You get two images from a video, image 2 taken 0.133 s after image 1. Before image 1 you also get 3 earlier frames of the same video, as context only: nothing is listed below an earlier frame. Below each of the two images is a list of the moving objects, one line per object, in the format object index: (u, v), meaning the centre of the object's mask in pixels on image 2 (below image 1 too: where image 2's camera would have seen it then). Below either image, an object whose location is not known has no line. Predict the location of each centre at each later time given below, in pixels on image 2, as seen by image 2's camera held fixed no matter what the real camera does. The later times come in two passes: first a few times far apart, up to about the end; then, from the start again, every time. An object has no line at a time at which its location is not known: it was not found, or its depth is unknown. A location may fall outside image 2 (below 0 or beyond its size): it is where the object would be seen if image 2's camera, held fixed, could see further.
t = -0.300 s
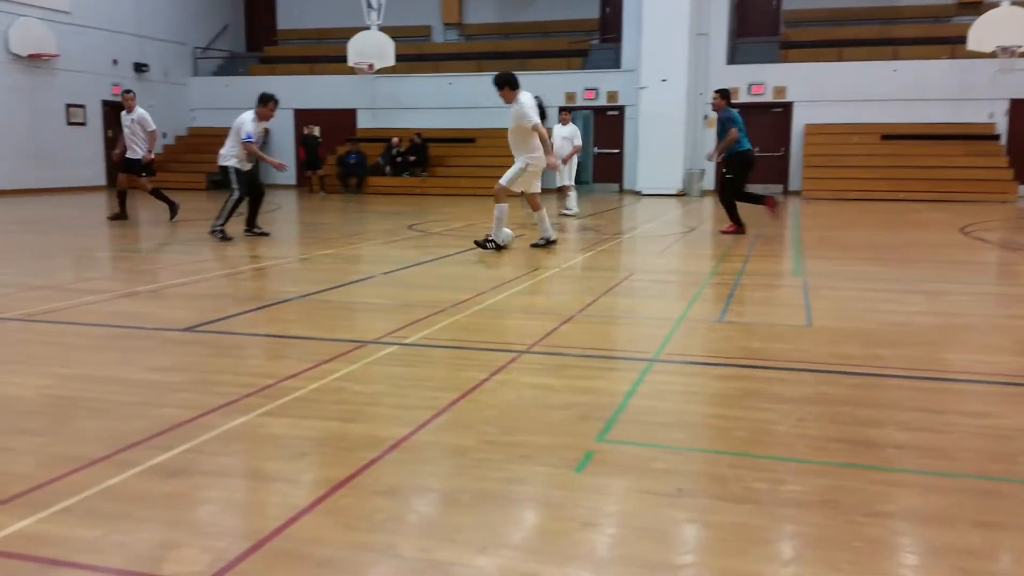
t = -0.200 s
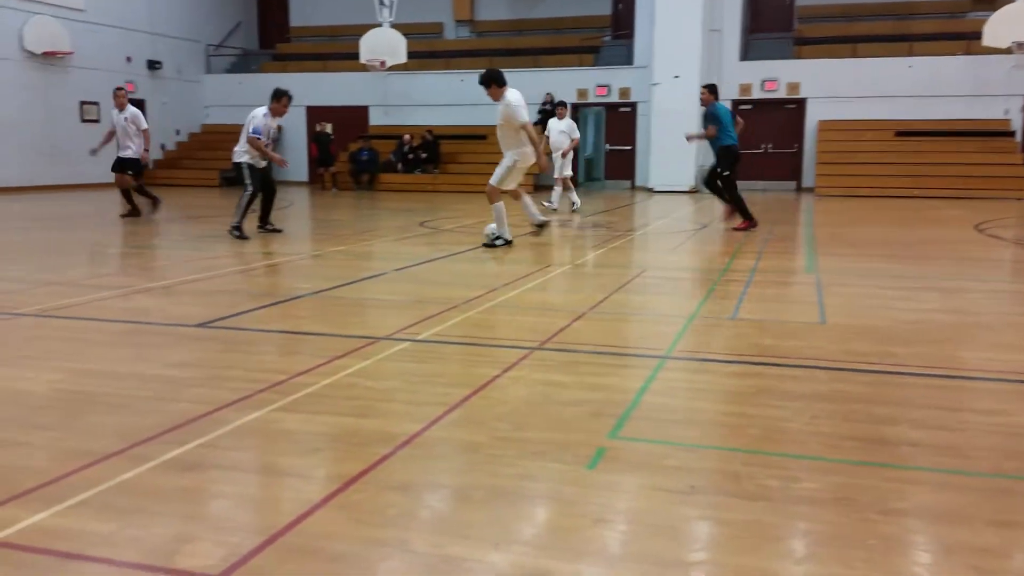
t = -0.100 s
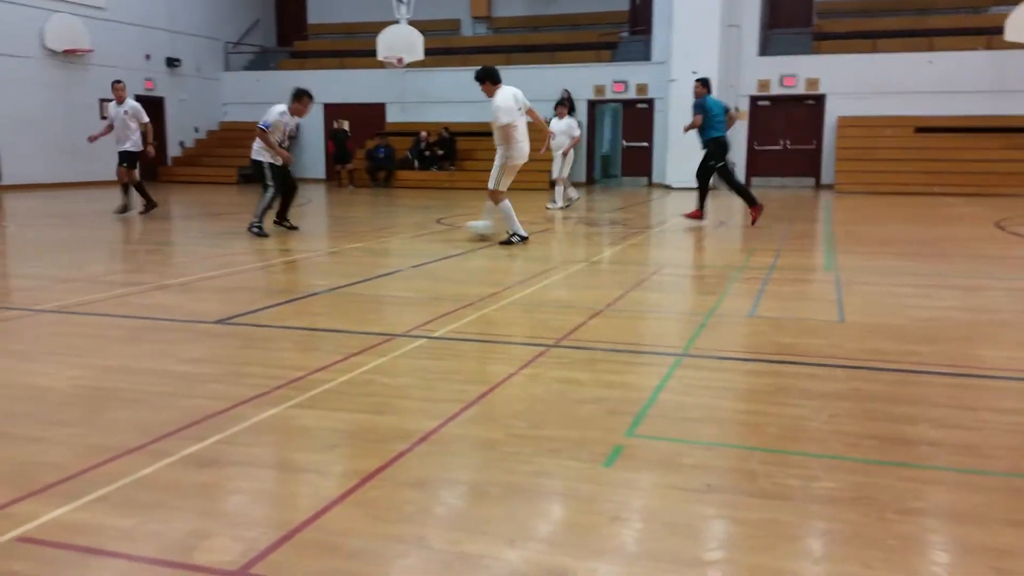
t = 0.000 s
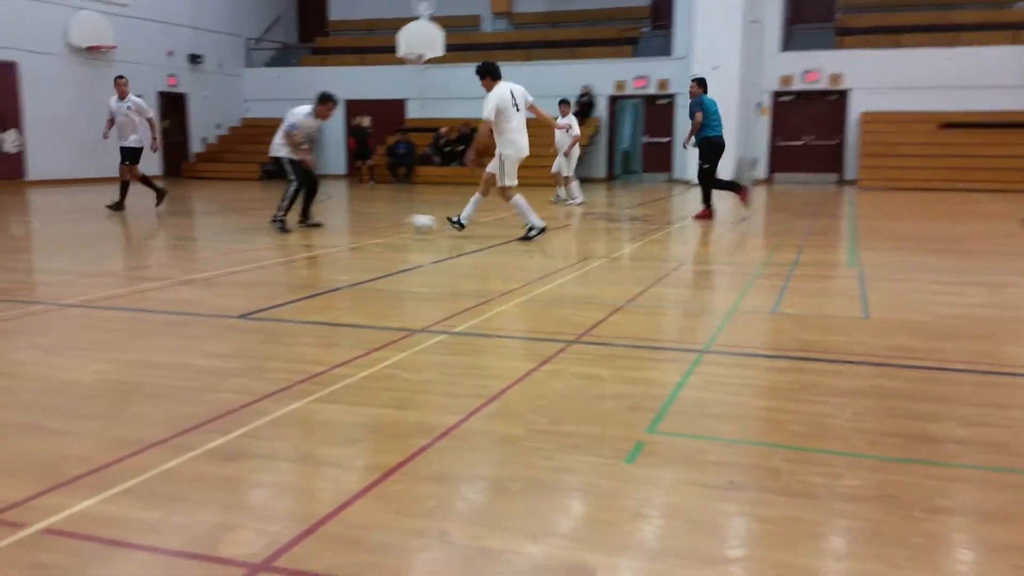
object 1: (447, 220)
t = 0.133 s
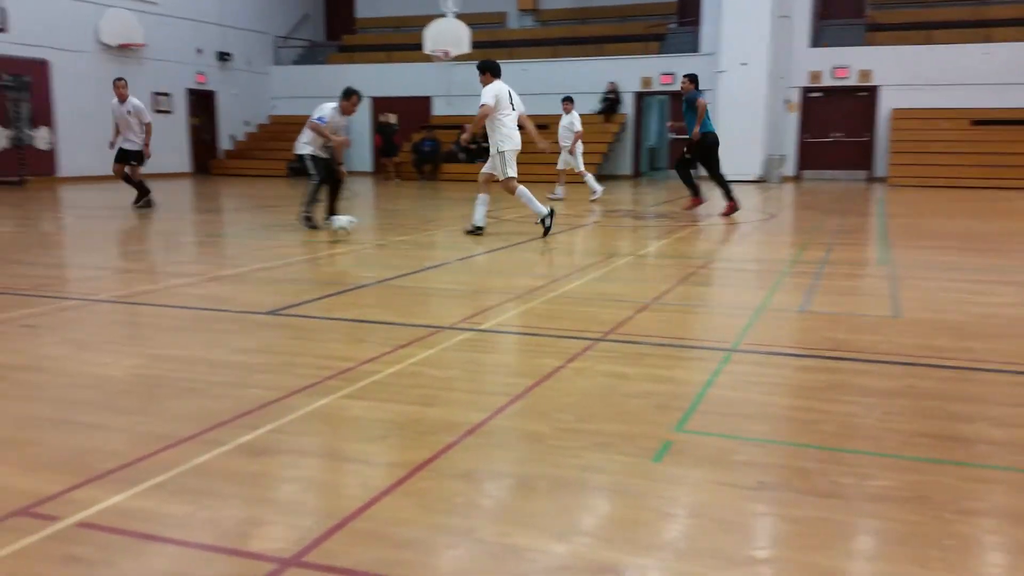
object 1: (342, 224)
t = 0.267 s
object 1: (235, 230)
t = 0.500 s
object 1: (55, 235)
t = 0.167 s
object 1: (316, 224)
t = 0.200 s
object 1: (289, 226)
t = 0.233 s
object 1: (261, 231)
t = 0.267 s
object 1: (235, 230)
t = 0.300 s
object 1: (211, 230)
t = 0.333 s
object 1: (184, 230)
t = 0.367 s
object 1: (158, 230)
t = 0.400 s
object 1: (130, 235)
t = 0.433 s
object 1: (106, 233)
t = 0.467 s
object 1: (81, 232)
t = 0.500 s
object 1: (55, 235)
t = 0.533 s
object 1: (27, 238)
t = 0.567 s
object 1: (2, 237)
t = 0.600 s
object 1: (-24, 238)
